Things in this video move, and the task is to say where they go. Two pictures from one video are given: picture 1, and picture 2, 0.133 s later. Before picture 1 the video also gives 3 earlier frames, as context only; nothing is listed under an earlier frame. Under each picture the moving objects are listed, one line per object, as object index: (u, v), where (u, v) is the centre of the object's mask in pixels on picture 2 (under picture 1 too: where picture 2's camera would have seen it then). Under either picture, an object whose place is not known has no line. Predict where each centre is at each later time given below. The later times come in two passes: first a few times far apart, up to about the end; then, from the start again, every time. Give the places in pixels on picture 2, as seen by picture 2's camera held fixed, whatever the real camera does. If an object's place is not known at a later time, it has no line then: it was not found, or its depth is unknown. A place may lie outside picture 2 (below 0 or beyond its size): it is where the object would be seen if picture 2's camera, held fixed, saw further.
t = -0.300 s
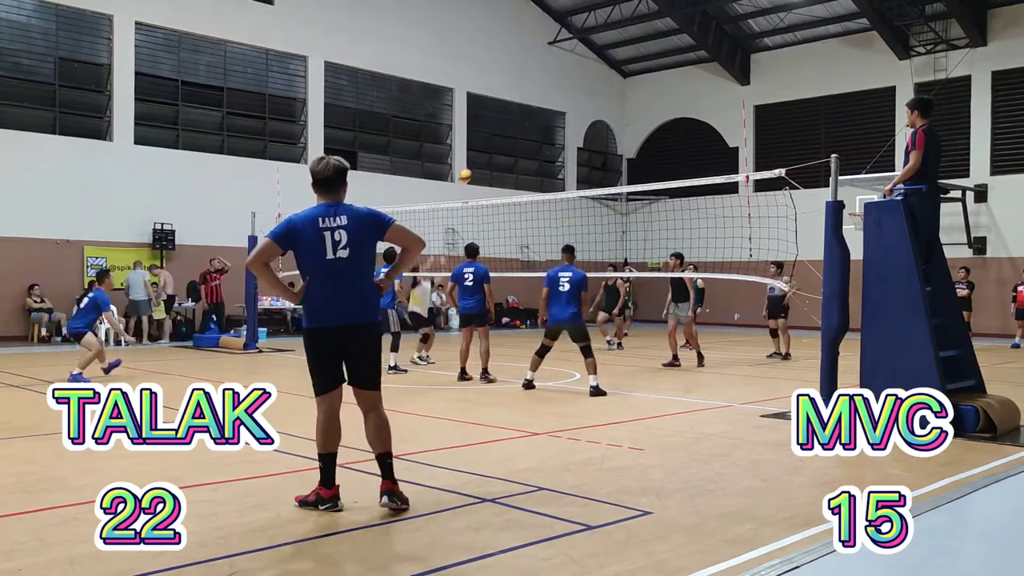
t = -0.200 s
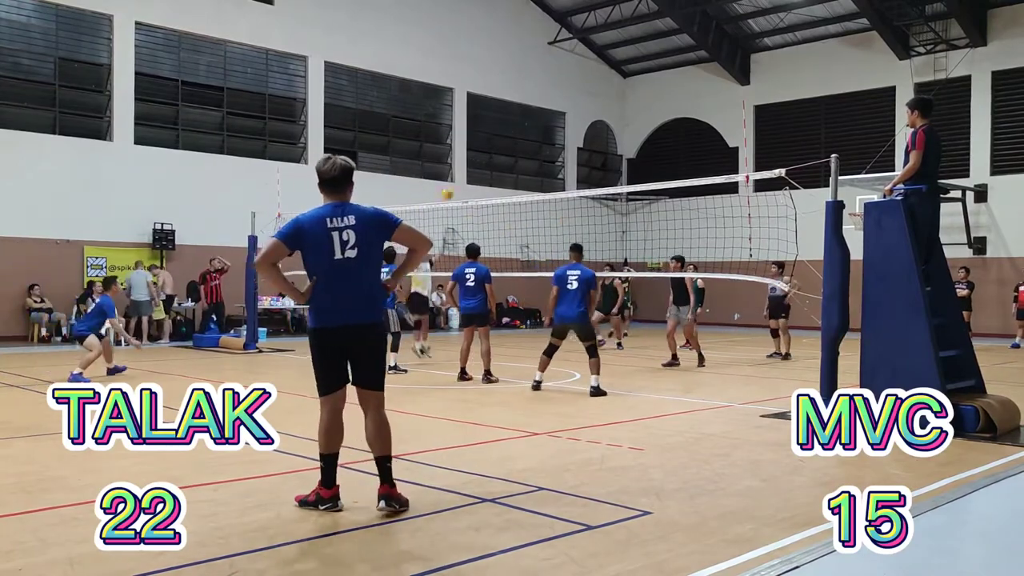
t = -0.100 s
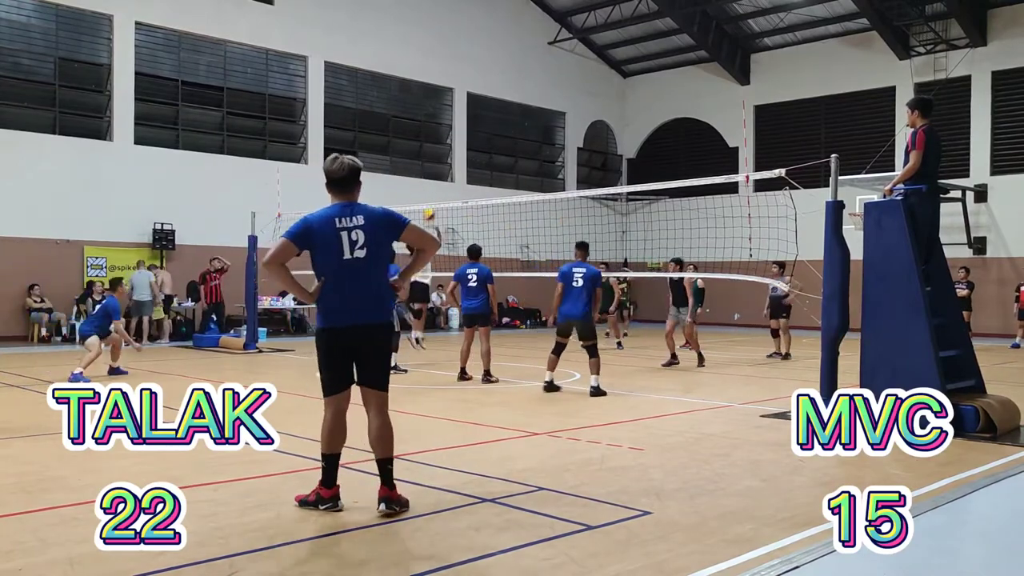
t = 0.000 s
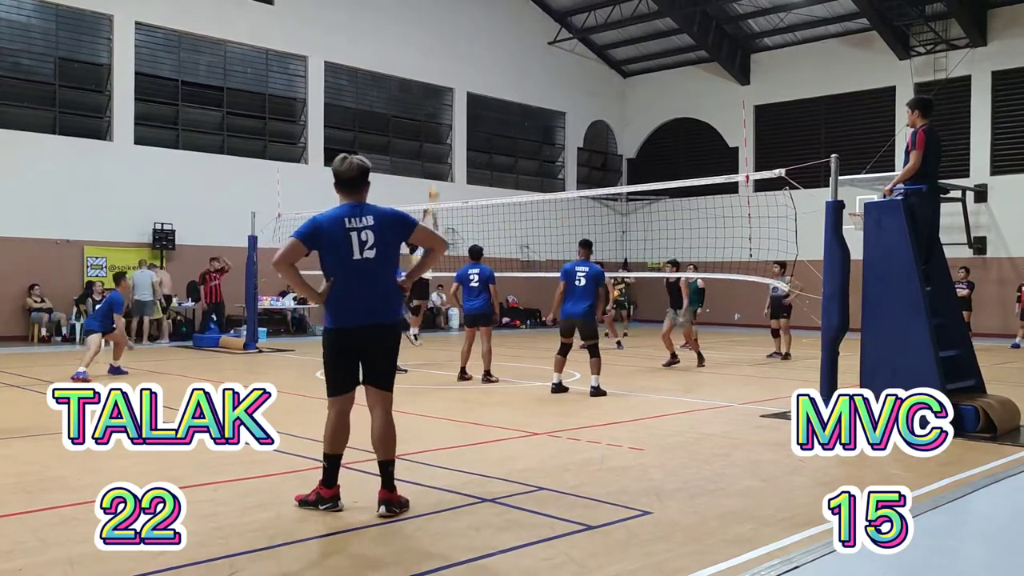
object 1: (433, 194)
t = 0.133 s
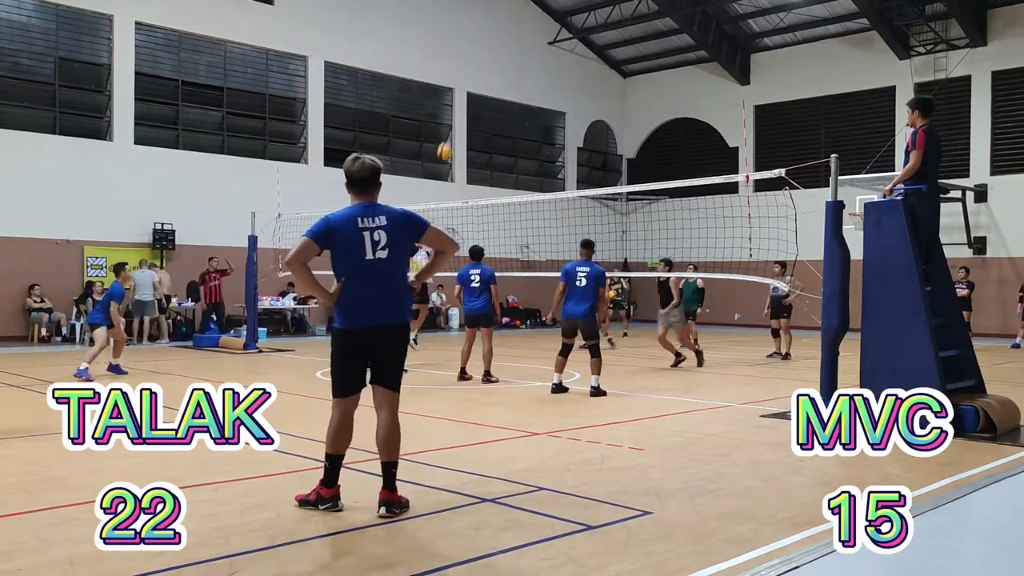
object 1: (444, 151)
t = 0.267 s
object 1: (455, 119)
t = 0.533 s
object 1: (479, 93)
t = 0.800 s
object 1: (502, 112)
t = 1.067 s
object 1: (523, 177)
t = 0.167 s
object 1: (446, 142)
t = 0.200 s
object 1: (449, 133)
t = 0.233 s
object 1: (453, 126)
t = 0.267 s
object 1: (455, 119)
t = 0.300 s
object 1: (459, 114)
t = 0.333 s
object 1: (463, 108)
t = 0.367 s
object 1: (466, 104)
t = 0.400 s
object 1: (468, 100)
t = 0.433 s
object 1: (471, 97)
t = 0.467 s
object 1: (474, 96)
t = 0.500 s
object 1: (476, 94)
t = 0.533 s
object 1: (479, 93)
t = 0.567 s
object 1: (482, 93)
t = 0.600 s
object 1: (485, 93)
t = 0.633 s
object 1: (487, 95)
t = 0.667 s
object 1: (491, 97)
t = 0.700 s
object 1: (493, 100)
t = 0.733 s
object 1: (496, 104)
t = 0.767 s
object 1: (499, 107)
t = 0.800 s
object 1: (502, 112)
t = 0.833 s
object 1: (504, 118)
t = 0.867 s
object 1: (507, 124)
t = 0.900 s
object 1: (510, 131)
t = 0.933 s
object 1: (513, 139)
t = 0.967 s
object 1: (515, 148)
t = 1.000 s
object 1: (518, 157)
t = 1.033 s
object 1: (520, 167)
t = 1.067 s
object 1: (523, 177)
